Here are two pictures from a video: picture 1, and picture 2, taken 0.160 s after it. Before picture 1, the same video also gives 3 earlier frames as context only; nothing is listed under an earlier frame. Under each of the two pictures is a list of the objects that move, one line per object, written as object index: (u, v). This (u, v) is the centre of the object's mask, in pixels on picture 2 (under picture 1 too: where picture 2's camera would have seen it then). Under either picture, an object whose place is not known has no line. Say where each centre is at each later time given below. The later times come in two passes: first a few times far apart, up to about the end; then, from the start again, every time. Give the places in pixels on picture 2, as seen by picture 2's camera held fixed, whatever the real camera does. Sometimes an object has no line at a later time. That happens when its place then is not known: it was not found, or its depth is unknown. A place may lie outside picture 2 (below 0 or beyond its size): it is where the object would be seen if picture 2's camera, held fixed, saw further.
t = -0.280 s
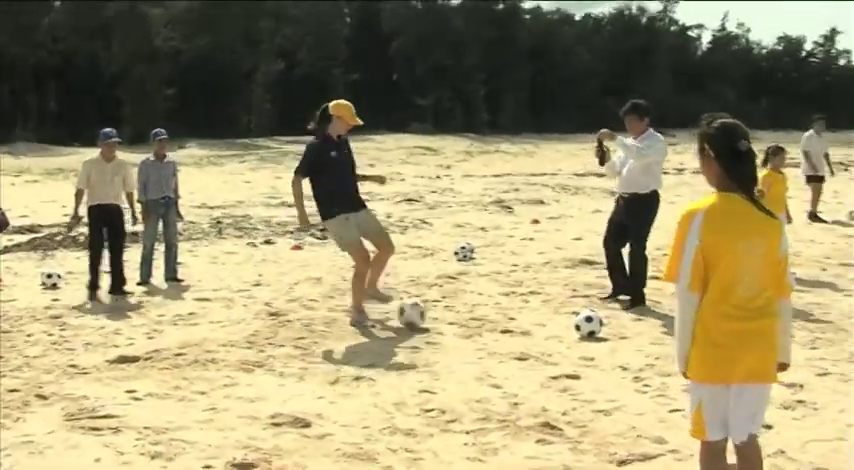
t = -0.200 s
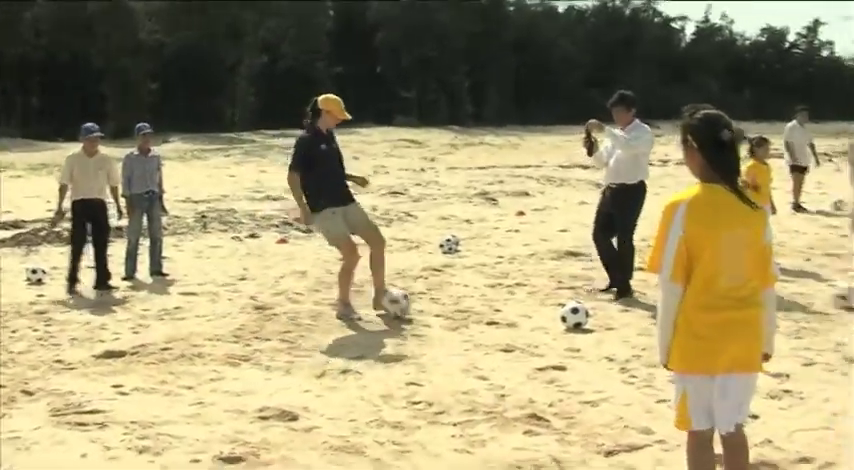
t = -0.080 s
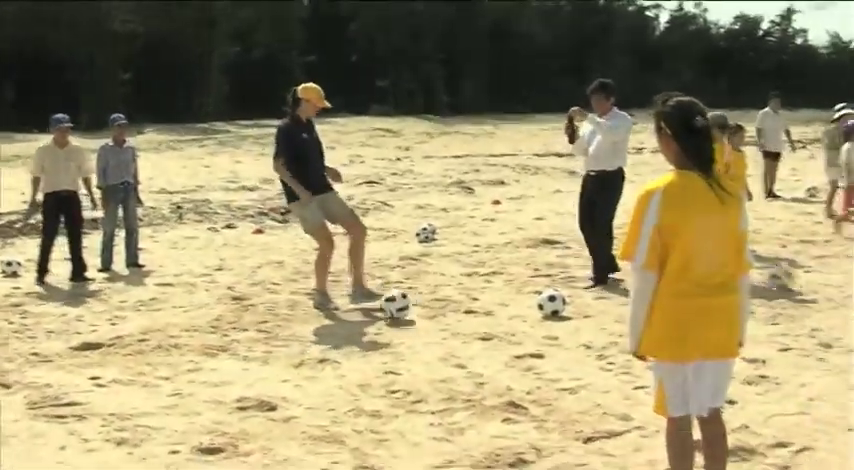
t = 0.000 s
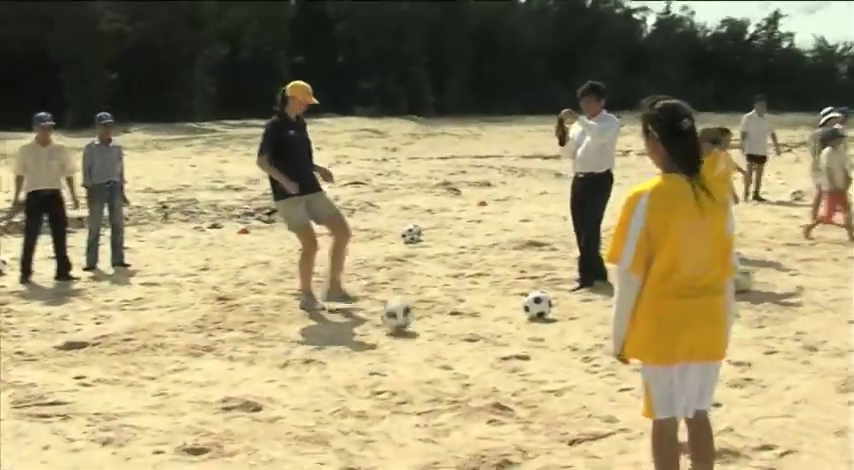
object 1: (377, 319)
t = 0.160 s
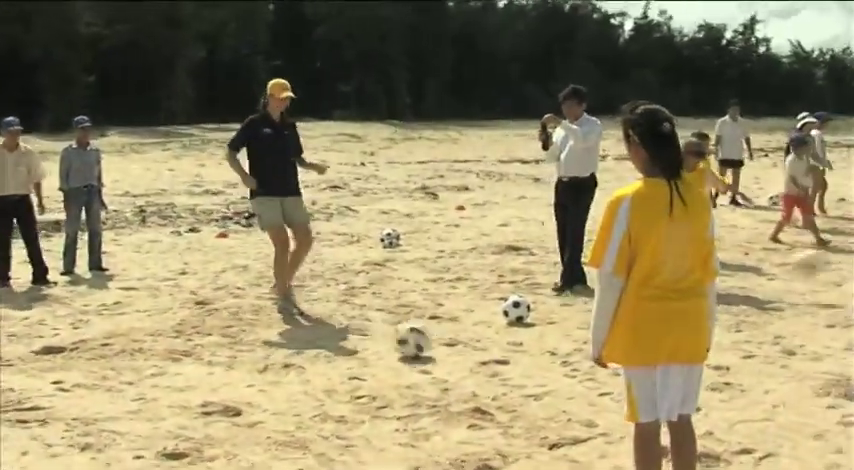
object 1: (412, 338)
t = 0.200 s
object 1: (420, 343)
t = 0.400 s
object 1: (459, 363)
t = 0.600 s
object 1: (497, 385)
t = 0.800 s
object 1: (538, 412)
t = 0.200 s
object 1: (420, 343)
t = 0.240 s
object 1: (428, 347)
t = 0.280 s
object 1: (437, 351)
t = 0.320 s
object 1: (445, 357)
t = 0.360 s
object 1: (451, 358)
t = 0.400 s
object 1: (459, 363)
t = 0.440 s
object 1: (467, 369)
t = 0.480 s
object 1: (474, 371)
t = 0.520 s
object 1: (482, 375)
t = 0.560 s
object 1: (490, 380)
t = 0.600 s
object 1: (497, 385)
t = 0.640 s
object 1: (504, 389)
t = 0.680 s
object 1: (512, 396)
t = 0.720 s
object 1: (521, 401)
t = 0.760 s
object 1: (530, 407)
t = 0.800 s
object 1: (538, 412)
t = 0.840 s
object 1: (546, 415)
